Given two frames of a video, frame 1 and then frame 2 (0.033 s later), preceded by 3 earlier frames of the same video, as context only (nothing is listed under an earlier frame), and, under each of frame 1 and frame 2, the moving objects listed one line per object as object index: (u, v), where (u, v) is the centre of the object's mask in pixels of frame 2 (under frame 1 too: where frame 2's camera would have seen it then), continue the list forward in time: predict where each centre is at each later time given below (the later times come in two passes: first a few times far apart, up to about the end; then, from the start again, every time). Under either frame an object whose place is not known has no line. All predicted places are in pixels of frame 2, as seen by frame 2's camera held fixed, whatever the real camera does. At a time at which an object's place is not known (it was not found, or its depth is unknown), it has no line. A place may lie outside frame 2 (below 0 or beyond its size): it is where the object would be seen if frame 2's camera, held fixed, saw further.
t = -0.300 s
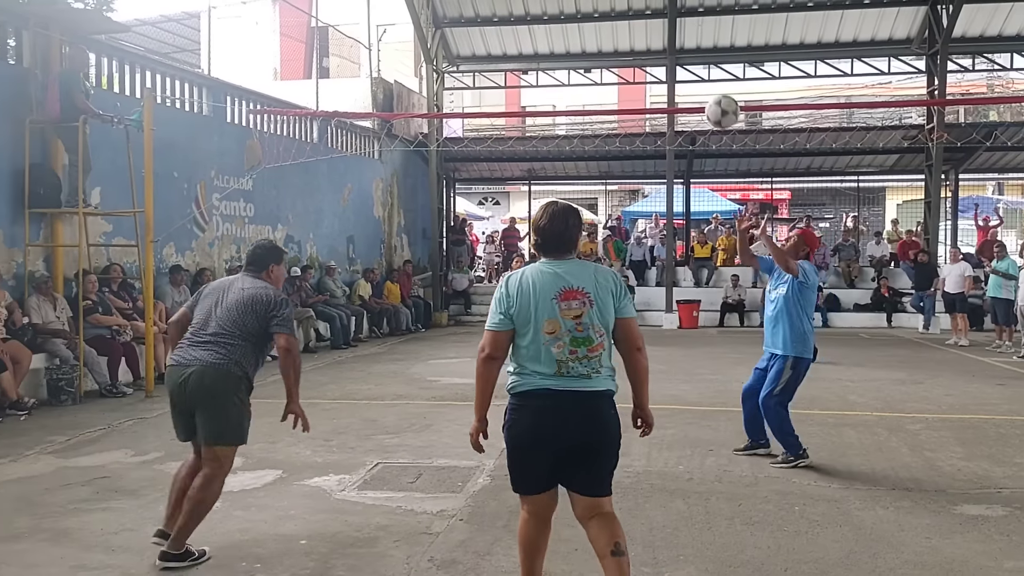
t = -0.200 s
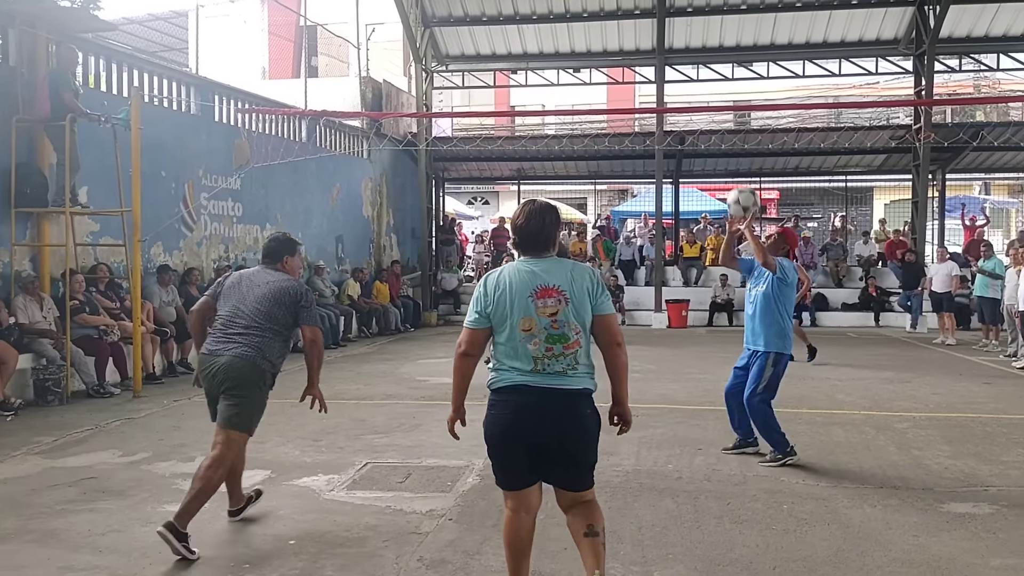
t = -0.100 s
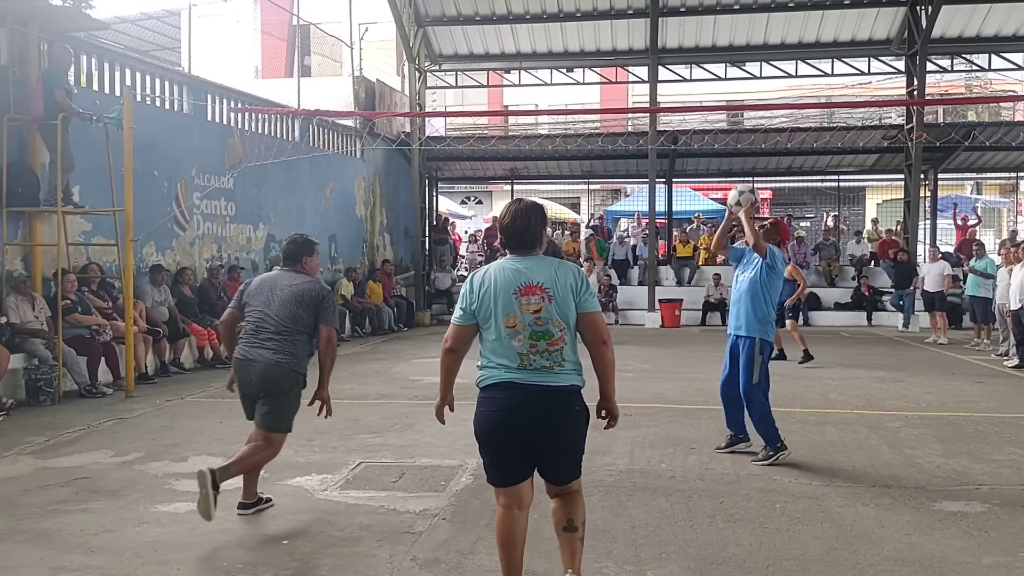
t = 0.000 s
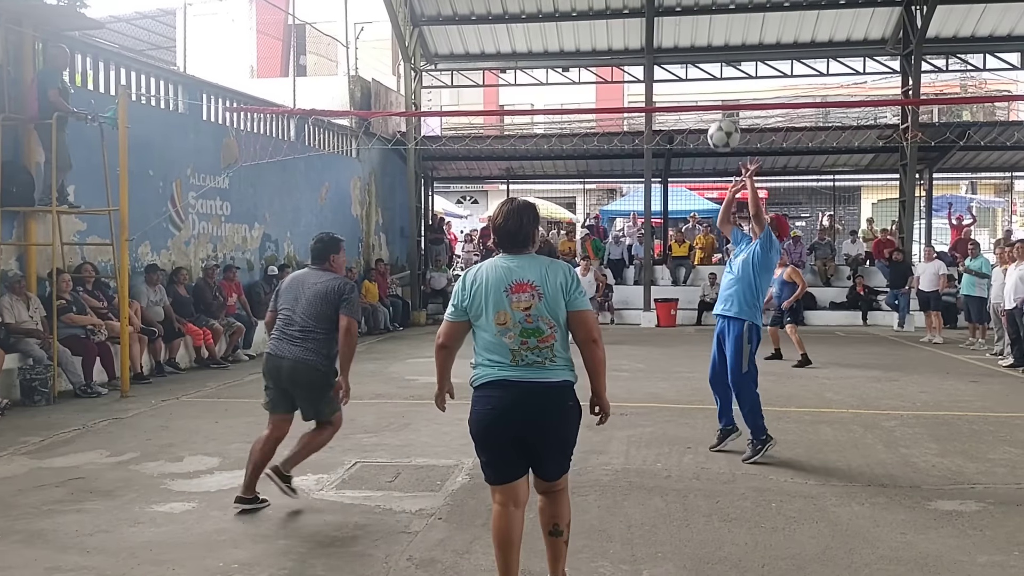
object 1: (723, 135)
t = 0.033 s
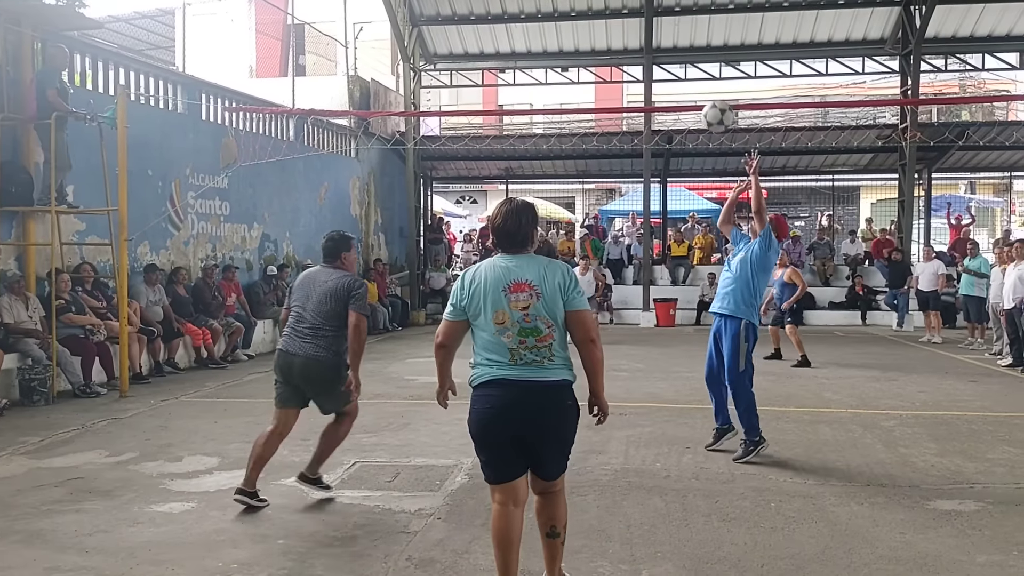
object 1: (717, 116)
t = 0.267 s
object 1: (679, 25)
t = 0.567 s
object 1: (630, 21)
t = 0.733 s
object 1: (604, 72)
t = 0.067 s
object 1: (712, 99)
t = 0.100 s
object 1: (706, 82)
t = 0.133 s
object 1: (700, 68)
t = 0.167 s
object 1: (695, 55)
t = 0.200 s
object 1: (689, 44)
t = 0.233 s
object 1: (684, 34)
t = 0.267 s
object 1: (679, 25)
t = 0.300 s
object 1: (673, 19)
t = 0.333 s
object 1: (667, 14)
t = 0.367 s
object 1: (662, 12)
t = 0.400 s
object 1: (656, 11)
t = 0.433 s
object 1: (651, 11)
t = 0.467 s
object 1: (646, 12)
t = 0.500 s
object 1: (640, 13)
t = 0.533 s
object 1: (635, 16)
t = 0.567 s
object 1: (630, 21)
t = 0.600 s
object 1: (625, 29)
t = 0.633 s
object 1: (619, 37)
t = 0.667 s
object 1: (614, 48)
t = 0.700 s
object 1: (609, 59)
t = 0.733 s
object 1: (604, 72)
